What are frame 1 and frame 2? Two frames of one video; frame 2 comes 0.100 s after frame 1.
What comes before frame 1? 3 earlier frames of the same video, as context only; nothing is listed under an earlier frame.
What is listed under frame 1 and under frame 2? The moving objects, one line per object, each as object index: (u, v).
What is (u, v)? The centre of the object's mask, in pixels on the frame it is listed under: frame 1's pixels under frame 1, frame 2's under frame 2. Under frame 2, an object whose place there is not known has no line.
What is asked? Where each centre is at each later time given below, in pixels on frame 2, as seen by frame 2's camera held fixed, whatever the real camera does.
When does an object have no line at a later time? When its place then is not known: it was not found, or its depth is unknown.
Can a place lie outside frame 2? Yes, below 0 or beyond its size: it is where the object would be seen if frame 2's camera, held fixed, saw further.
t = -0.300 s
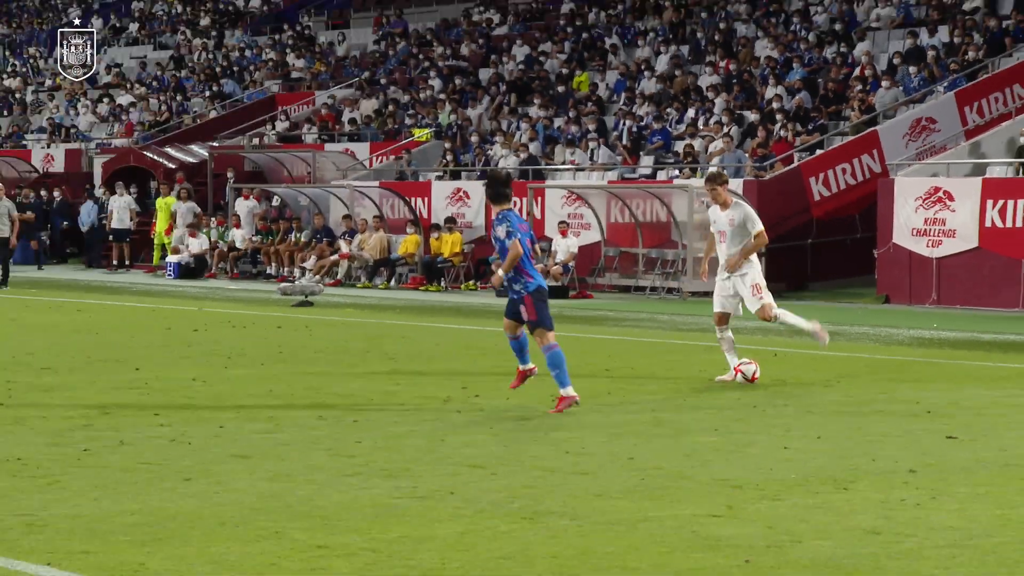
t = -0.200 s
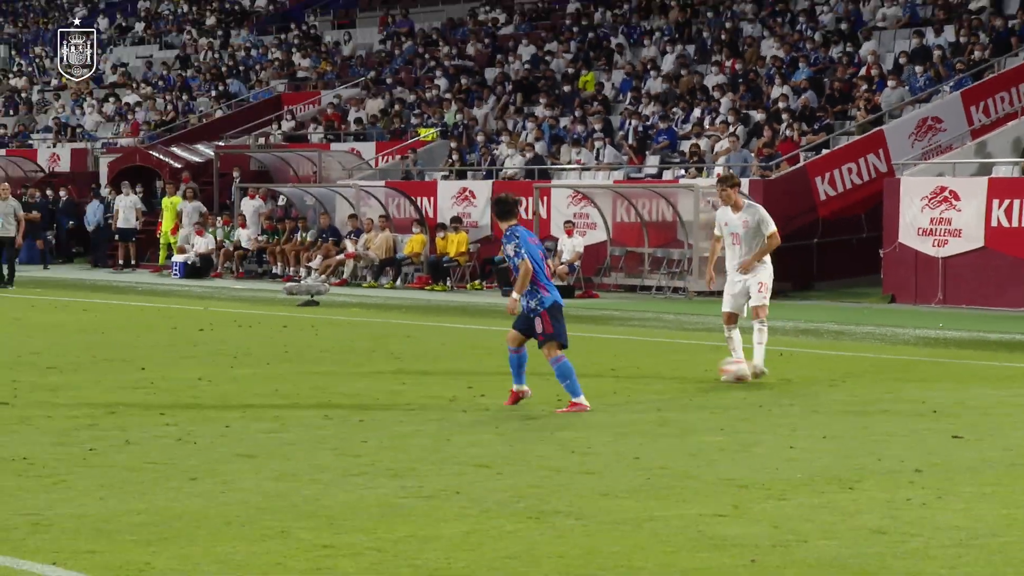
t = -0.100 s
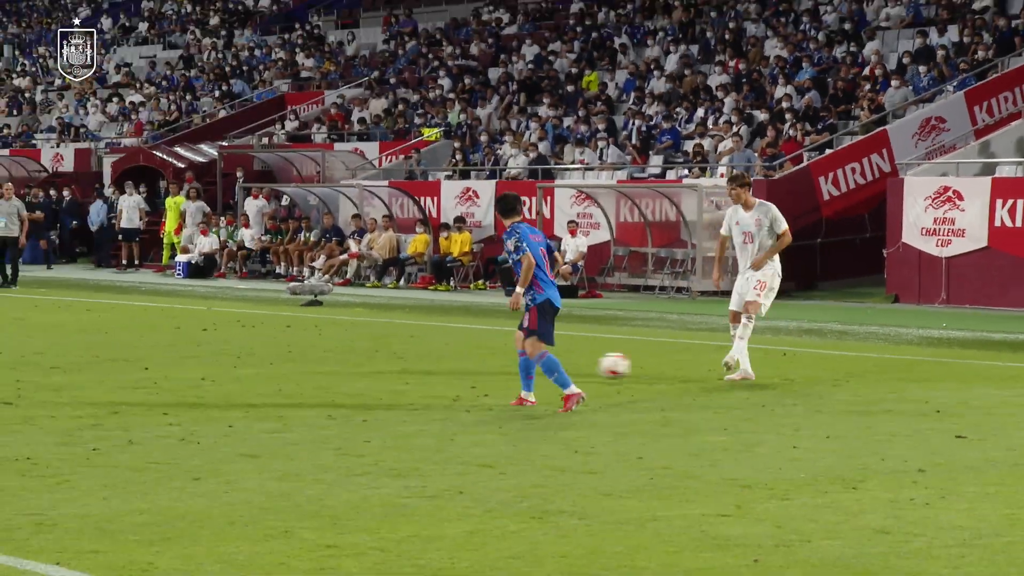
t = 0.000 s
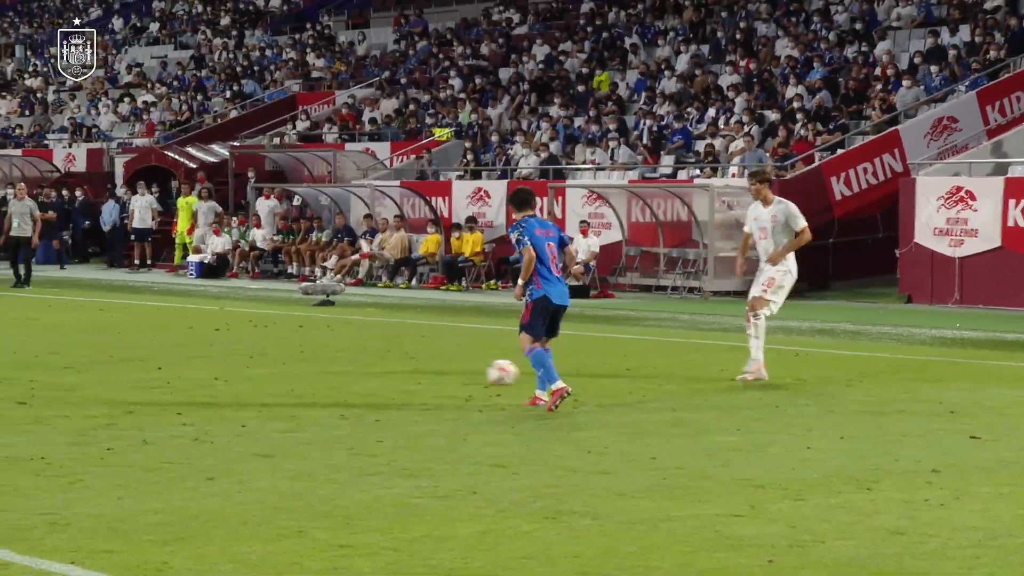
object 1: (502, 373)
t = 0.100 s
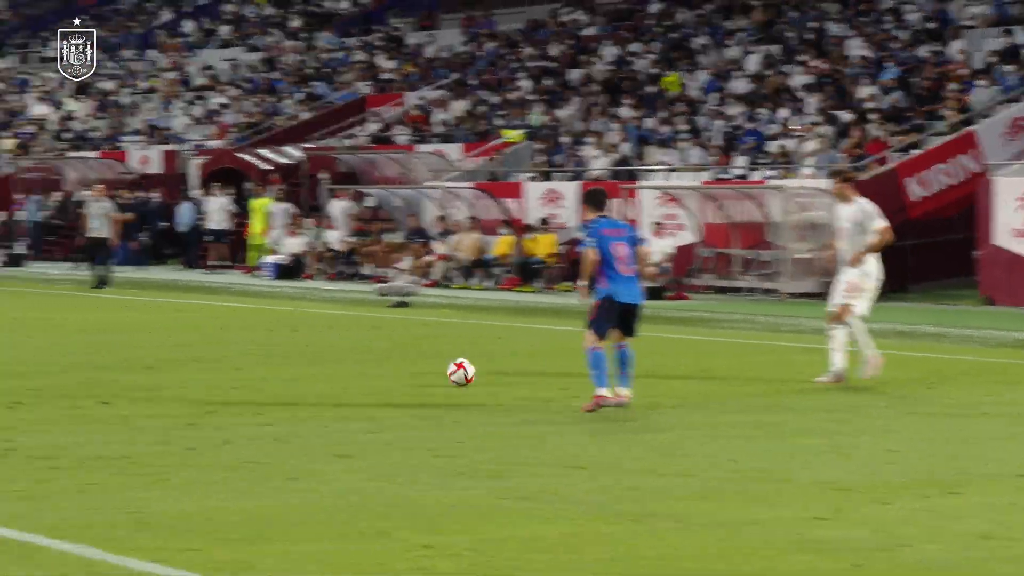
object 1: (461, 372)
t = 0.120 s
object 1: (438, 373)
